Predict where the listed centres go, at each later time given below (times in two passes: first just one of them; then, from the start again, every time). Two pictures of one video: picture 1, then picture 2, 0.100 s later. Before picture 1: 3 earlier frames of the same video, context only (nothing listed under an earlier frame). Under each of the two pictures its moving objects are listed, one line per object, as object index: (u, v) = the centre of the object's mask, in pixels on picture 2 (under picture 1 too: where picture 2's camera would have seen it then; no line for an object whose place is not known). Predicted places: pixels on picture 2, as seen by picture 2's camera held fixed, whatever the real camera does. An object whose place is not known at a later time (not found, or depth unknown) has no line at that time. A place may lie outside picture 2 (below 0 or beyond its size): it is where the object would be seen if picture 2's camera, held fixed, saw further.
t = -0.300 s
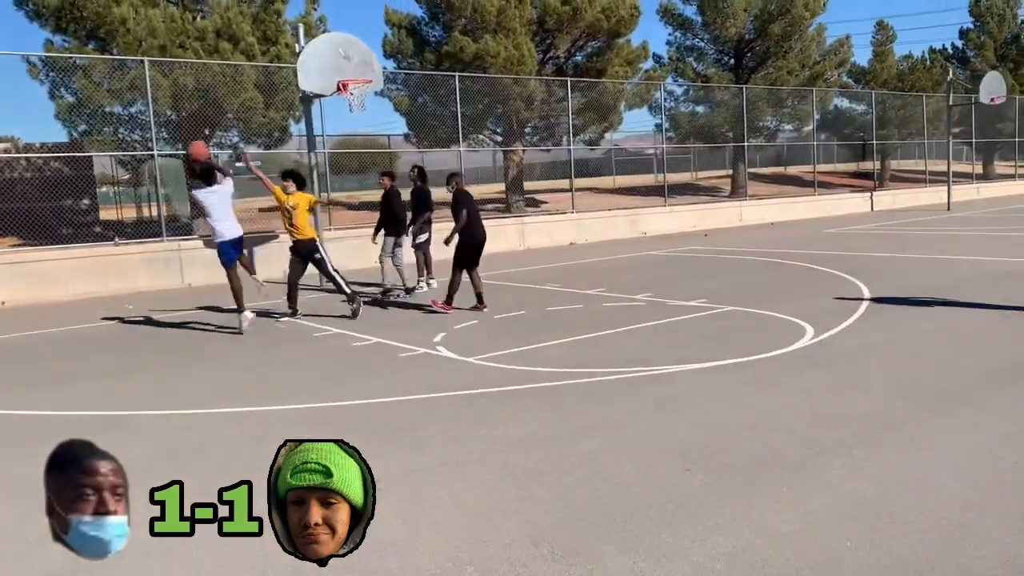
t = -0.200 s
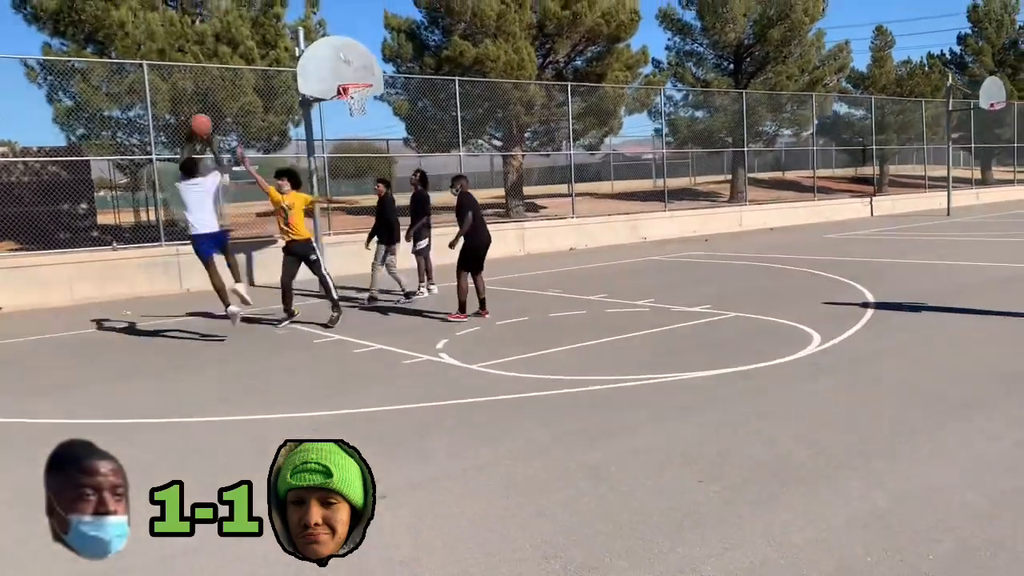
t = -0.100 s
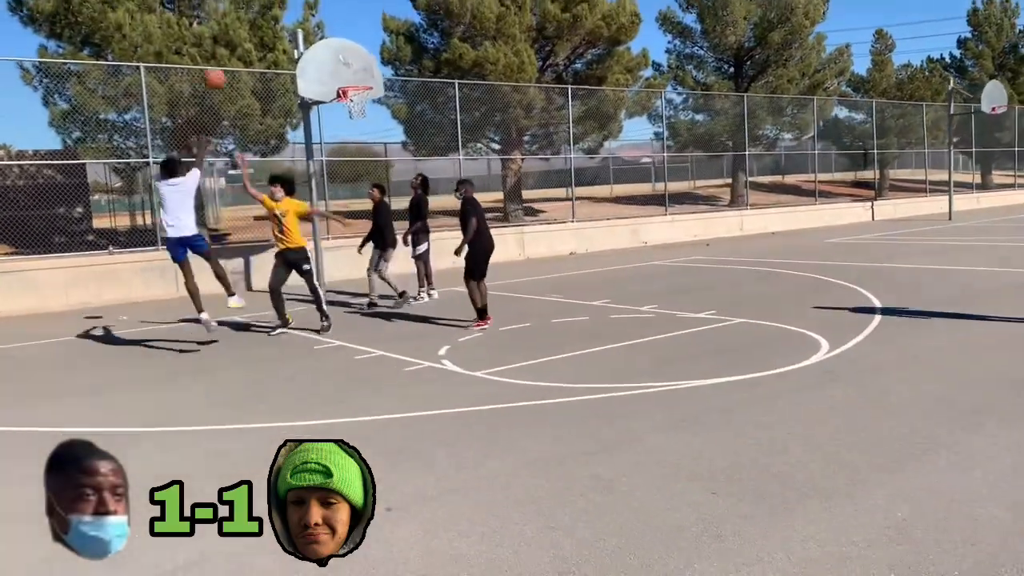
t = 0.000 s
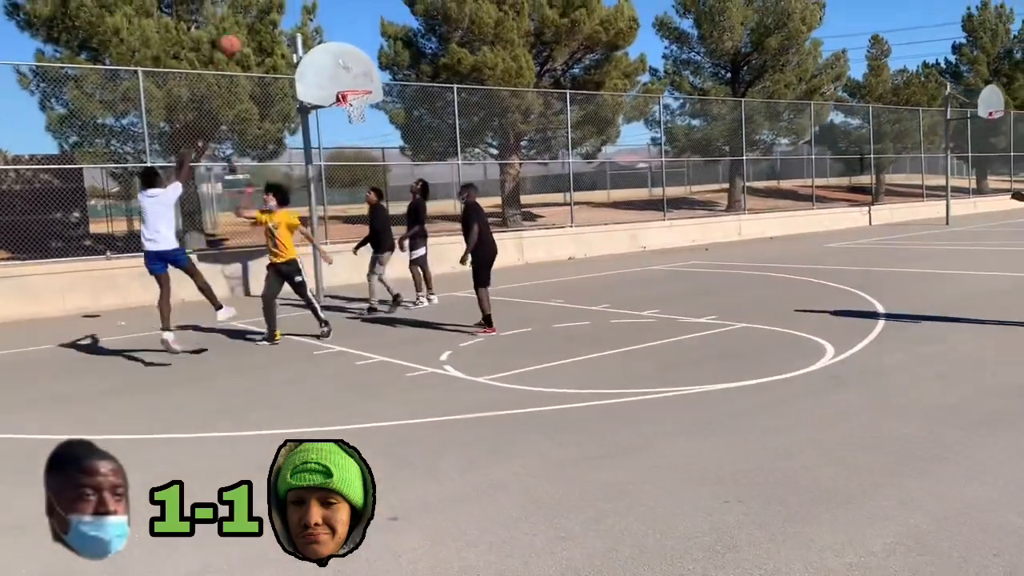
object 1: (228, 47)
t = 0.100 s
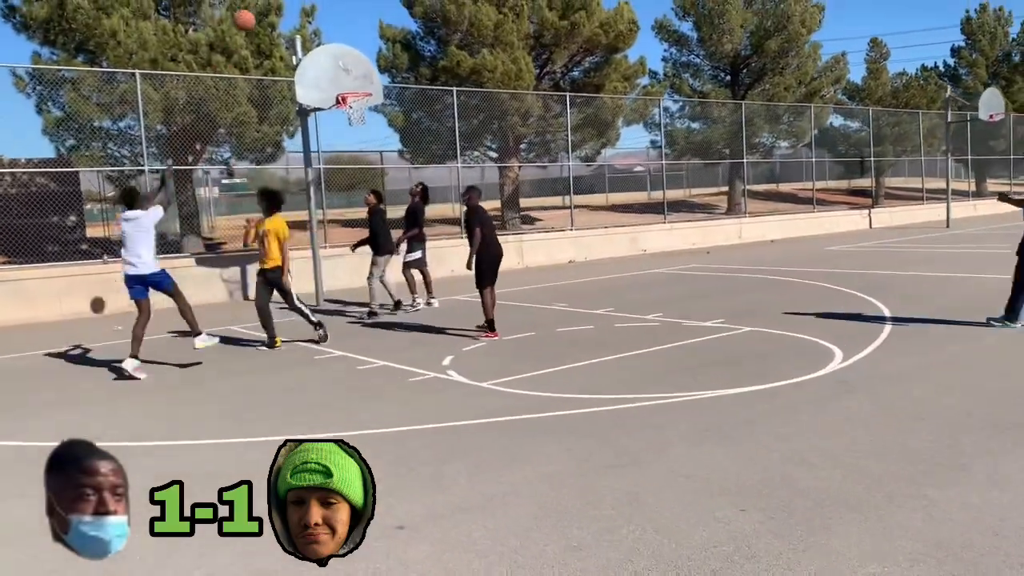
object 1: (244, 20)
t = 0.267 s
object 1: (271, -1)
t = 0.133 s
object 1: (250, 14)
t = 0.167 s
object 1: (255, 7)
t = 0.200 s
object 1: (261, 5)
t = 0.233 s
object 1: (266, 1)
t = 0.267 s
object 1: (271, -1)
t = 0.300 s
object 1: (277, -1)
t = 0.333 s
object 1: (281, -2)
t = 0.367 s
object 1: (285, -2)
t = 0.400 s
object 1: (290, 0)
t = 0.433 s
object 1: (295, 3)
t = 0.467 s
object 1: (300, 7)
